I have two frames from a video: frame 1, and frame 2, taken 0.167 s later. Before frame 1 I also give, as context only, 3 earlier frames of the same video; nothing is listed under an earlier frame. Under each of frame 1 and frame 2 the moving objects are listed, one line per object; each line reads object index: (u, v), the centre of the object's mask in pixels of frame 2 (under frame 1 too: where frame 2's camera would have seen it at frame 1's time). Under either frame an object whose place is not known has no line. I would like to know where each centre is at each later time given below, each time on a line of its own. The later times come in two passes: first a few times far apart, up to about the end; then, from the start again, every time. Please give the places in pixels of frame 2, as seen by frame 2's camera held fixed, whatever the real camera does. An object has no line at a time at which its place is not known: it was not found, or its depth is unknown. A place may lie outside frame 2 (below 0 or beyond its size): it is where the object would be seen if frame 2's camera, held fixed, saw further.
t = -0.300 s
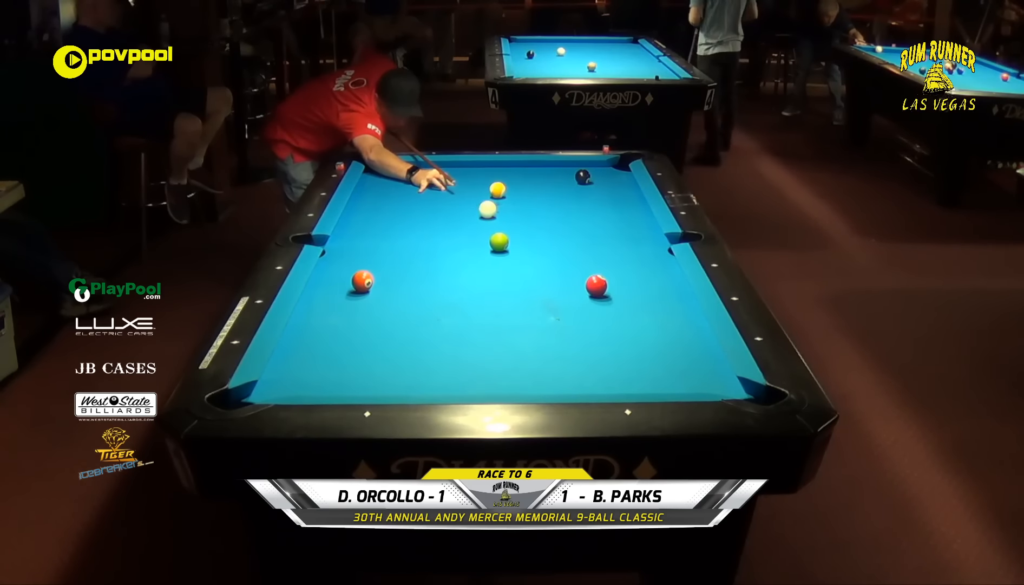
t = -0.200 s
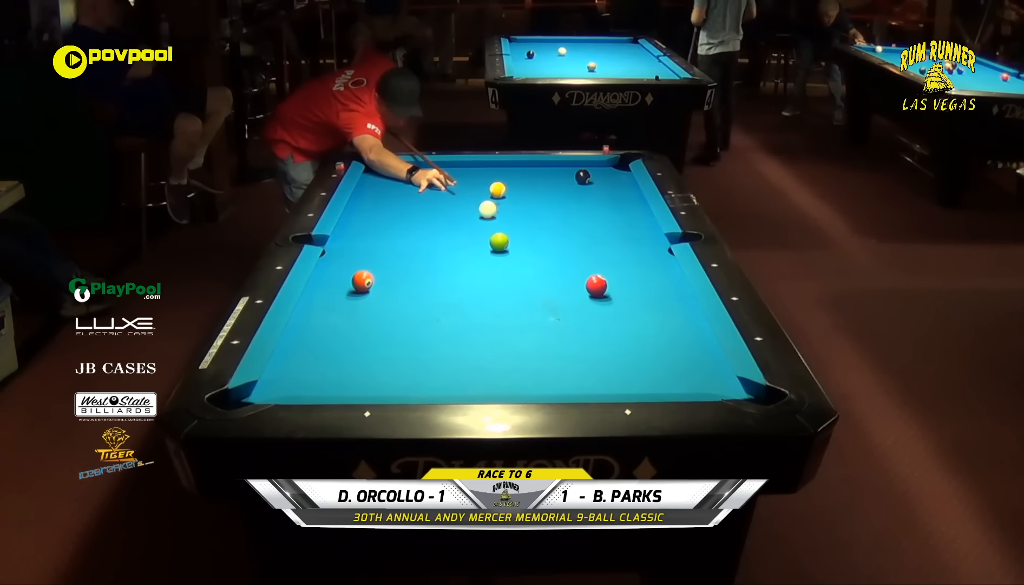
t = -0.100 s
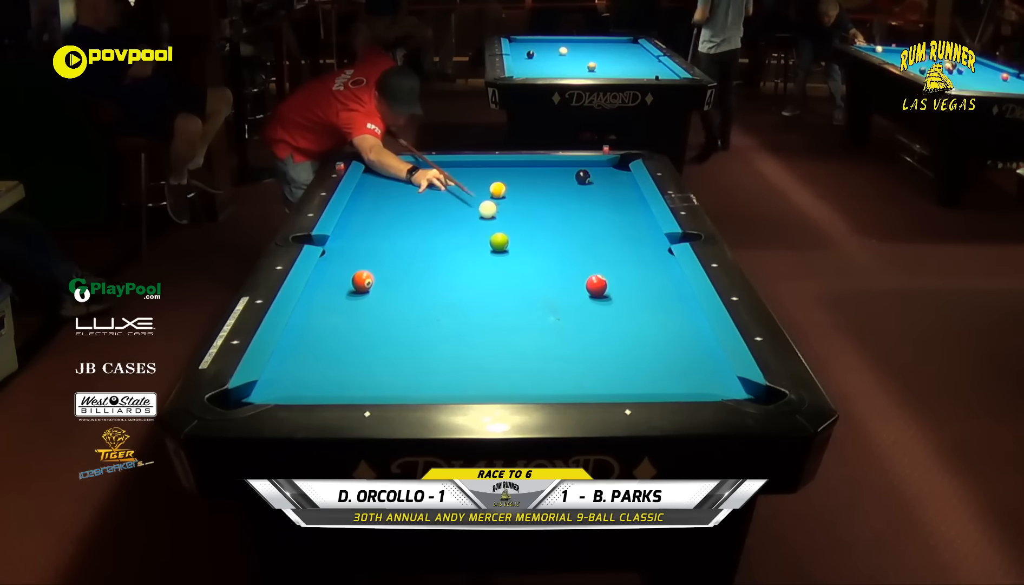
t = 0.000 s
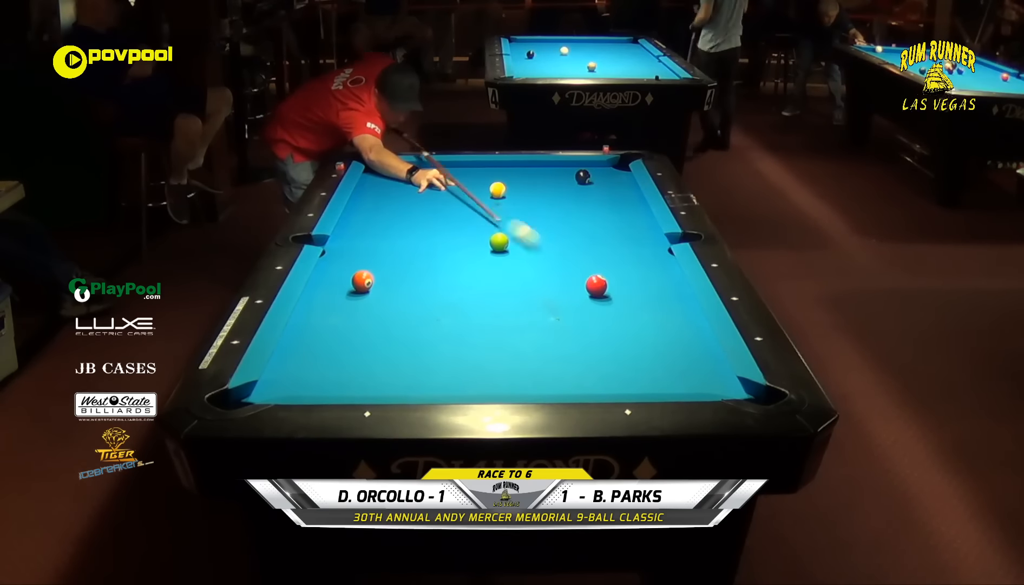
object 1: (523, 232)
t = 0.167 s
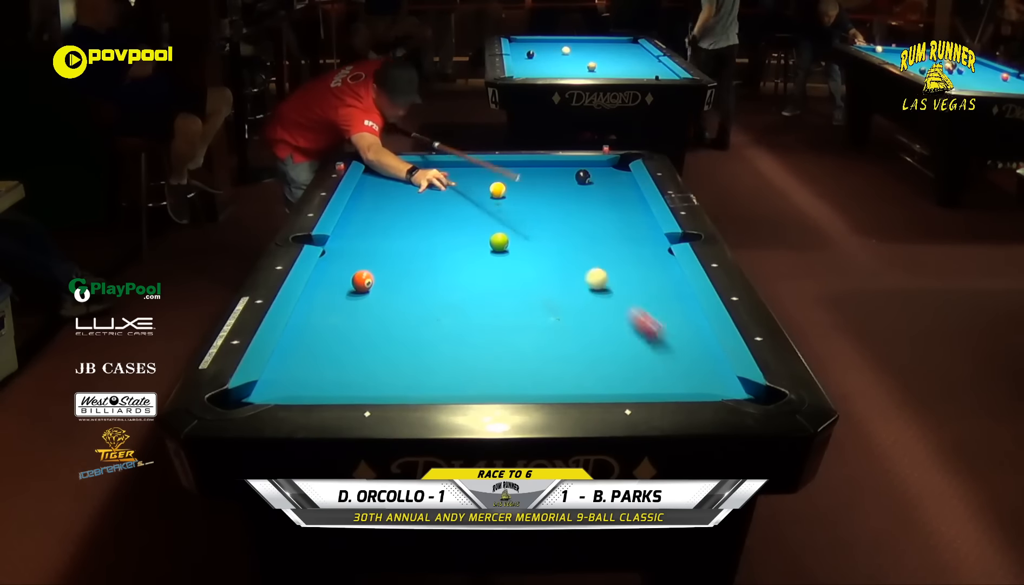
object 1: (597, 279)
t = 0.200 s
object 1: (601, 279)
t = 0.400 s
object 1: (635, 290)
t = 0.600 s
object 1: (683, 311)
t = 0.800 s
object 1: (682, 334)
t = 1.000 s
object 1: (670, 359)
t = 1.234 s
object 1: (653, 385)
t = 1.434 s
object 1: (615, 374)
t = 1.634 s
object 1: (582, 361)
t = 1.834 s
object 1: (551, 350)
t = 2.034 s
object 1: (523, 339)
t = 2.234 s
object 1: (498, 329)
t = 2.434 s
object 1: (474, 320)
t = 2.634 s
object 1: (453, 312)
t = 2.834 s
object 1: (434, 304)
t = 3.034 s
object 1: (416, 297)
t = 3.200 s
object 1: (402, 292)
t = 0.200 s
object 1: (601, 279)
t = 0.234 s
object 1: (606, 280)
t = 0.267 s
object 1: (611, 282)
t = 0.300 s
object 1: (616, 283)
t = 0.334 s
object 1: (622, 285)
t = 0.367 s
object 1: (628, 287)
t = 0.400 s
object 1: (635, 290)
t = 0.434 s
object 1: (642, 292)
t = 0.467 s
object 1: (649, 296)
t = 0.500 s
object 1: (657, 299)
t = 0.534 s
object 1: (666, 302)
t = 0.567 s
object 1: (674, 306)
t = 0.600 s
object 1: (683, 311)
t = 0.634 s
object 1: (692, 315)
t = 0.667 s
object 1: (691, 319)
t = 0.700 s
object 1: (688, 323)
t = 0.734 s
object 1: (686, 326)
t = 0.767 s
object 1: (684, 330)
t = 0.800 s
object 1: (682, 334)
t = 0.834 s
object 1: (680, 338)
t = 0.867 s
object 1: (678, 342)
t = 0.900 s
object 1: (676, 346)
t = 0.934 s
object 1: (674, 350)
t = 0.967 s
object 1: (672, 355)
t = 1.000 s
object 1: (670, 359)
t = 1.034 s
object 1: (667, 364)
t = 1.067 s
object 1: (665, 368)
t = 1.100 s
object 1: (663, 373)
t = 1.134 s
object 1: (660, 377)
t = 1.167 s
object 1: (658, 381)
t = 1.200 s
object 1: (656, 383)
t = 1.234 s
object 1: (653, 385)
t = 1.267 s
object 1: (645, 383)
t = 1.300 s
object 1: (639, 382)
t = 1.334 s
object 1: (633, 380)
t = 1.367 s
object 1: (627, 379)
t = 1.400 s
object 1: (621, 376)
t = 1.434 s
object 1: (615, 374)
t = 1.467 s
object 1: (609, 372)
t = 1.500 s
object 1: (604, 370)
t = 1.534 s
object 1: (598, 368)
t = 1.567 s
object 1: (592, 366)
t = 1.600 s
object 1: (587, 364)
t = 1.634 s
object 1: (582, 361)
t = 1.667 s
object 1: (576, 359)
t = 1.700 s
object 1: (571, 357)
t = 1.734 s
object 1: (566, 355)
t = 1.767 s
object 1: (561, 353)
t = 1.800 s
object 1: (556, 351)
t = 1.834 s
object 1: (551, 350)
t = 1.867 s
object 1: (546, 348)
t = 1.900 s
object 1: (541, 346)
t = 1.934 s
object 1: (537, 345)
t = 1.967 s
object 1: (532, 343)
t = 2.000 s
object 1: (527, 340)
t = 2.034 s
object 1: (523, 339)
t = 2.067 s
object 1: (519, 337)
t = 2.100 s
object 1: (514, 335)
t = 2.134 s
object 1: (510, 334)
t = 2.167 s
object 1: (506, 333)
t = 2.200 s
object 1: (502, 331)
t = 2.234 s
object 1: (498, 329)
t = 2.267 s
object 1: (494, 328)
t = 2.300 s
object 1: (490, 326)
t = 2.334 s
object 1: (486, 325)
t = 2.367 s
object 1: (482, 323)
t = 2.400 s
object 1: (478, 321)
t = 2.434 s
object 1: (474, 320)
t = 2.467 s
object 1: (471, 319)
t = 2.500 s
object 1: (467, 317)
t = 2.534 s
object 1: (464, 316)
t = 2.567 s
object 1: (460, 314)
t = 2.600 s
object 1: (456, 313)
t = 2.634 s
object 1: (453, 312)
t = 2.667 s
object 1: (450, 310)
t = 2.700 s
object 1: (447, 309)
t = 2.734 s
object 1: (443, 308)
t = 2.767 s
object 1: (440, 306)
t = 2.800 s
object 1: (437, 305)
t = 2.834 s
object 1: (434, 304)
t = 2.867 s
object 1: (431, 303)
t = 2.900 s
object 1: (428, 301)
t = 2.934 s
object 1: (425, 300)
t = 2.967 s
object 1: (422, 299)
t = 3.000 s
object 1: (419, 298)
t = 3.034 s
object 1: (416, 297)
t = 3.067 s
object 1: (413, 296)
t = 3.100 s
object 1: (410, 295)
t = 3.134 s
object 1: (408, 294)
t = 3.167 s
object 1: (405, 293)
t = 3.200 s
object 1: (402, 292)
